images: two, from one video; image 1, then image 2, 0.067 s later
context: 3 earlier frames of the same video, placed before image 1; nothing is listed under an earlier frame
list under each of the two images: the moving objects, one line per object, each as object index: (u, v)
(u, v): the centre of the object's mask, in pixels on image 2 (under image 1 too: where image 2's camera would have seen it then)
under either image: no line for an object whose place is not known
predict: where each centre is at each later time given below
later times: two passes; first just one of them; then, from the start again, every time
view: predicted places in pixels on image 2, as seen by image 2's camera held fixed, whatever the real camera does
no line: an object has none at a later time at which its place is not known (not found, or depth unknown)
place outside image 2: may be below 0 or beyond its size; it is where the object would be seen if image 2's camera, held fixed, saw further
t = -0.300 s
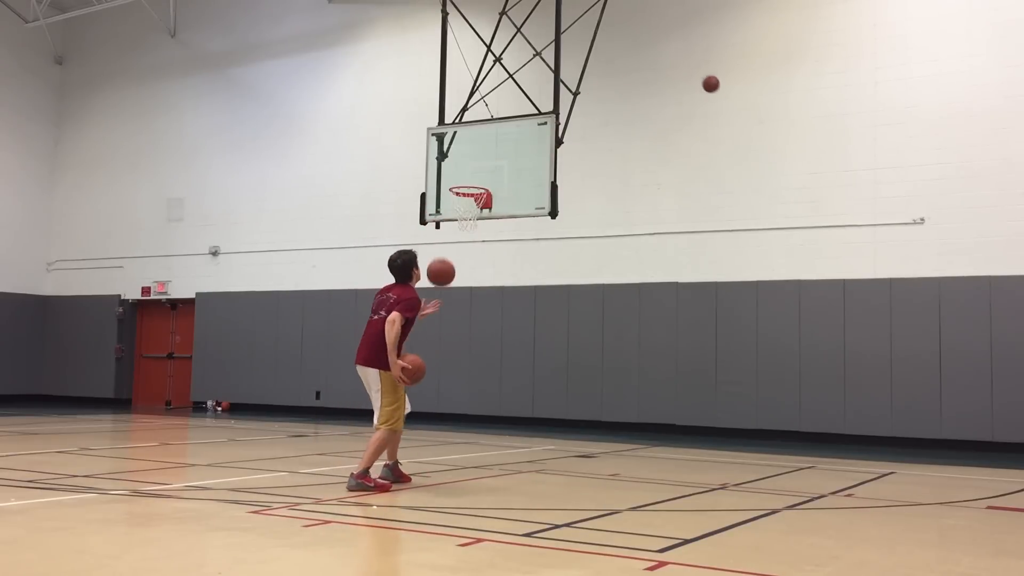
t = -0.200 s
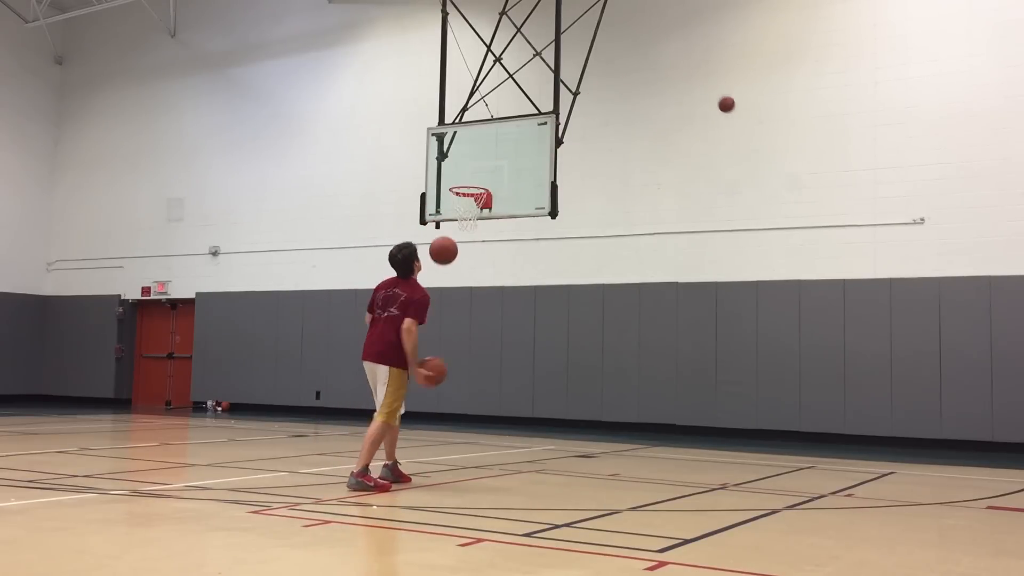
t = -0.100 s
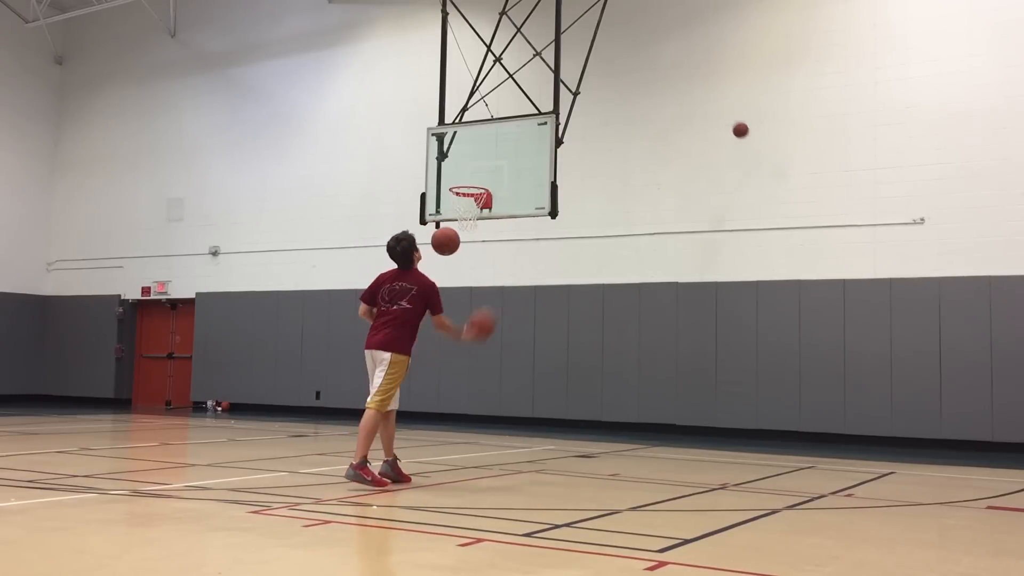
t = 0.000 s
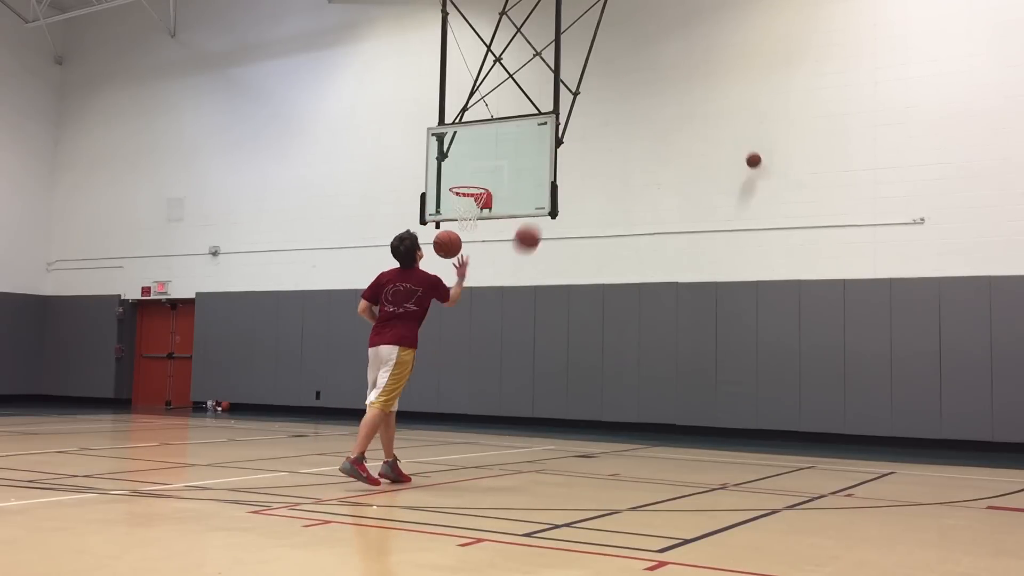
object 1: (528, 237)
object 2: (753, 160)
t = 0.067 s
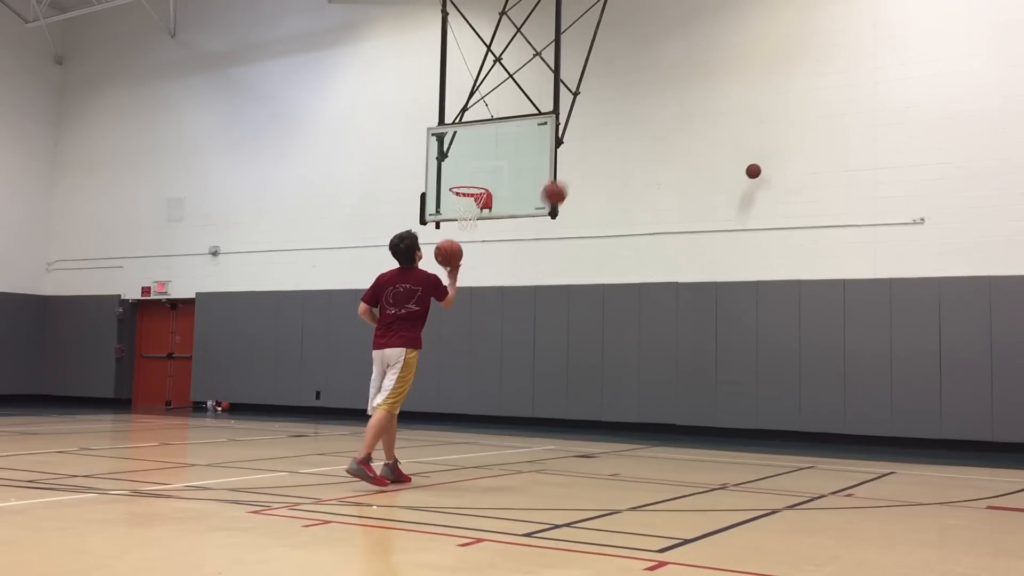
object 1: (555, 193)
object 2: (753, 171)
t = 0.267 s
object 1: (622, 108)
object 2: (730, 193)
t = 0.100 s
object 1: (568, 173)
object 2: (749, 172)
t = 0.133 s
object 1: (580, 157)
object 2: (746, 175)
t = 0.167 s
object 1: (591, 142)
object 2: (742, 178)
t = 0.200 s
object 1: (602, 129)
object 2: (738, 182)
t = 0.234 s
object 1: (612, 118)
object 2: (734, 187)
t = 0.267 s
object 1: (622, 108)
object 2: (730, 193)
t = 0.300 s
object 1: (632, 100)
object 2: (725, 199)
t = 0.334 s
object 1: (641, 93)
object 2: (721, 207)
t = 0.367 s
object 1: (650, 88)
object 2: (717, 215)
